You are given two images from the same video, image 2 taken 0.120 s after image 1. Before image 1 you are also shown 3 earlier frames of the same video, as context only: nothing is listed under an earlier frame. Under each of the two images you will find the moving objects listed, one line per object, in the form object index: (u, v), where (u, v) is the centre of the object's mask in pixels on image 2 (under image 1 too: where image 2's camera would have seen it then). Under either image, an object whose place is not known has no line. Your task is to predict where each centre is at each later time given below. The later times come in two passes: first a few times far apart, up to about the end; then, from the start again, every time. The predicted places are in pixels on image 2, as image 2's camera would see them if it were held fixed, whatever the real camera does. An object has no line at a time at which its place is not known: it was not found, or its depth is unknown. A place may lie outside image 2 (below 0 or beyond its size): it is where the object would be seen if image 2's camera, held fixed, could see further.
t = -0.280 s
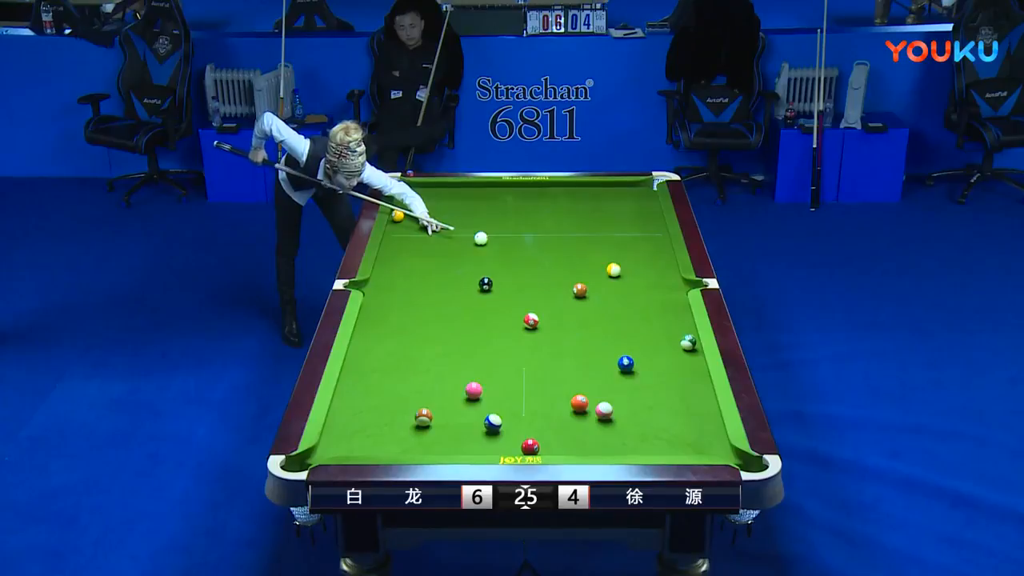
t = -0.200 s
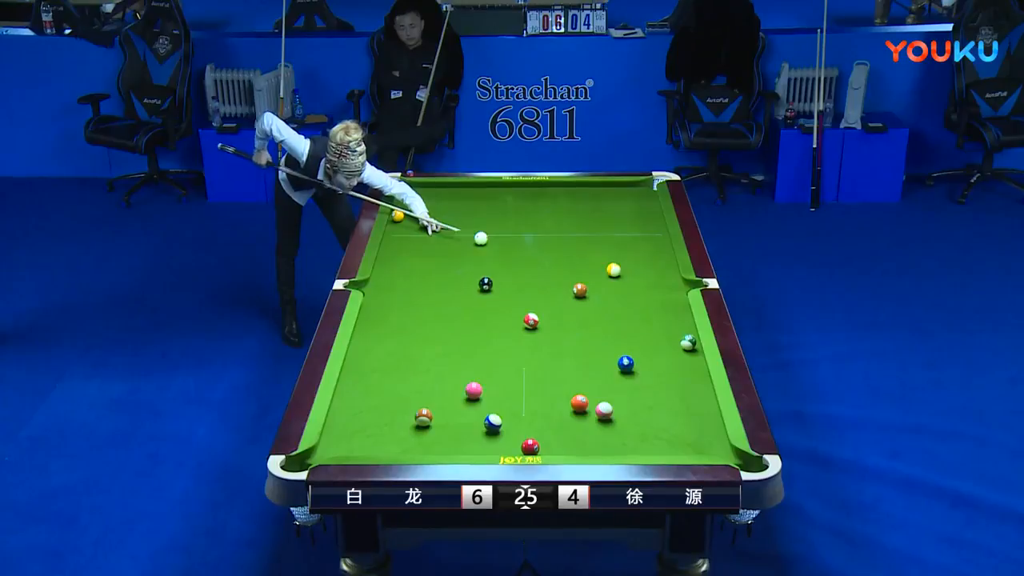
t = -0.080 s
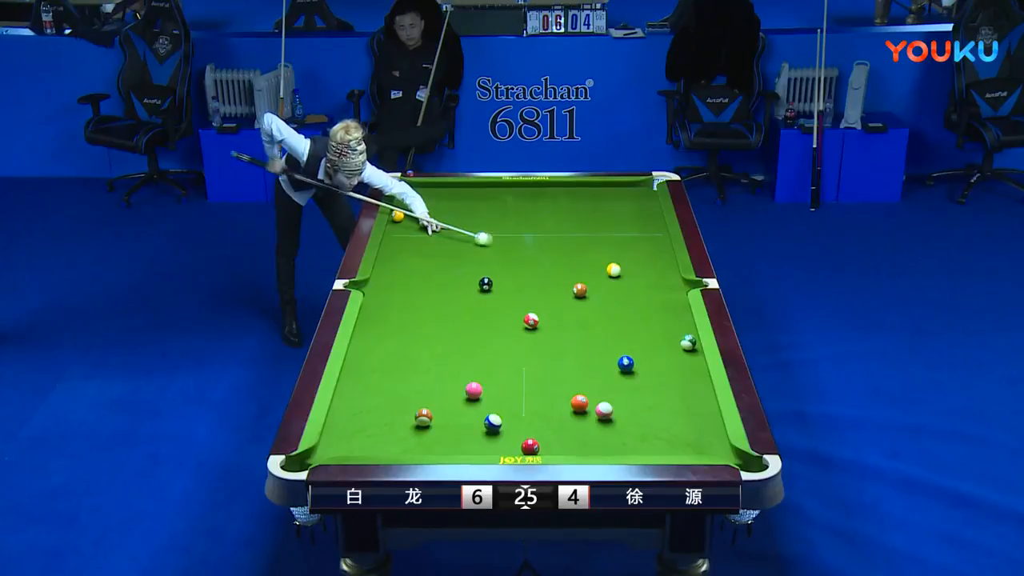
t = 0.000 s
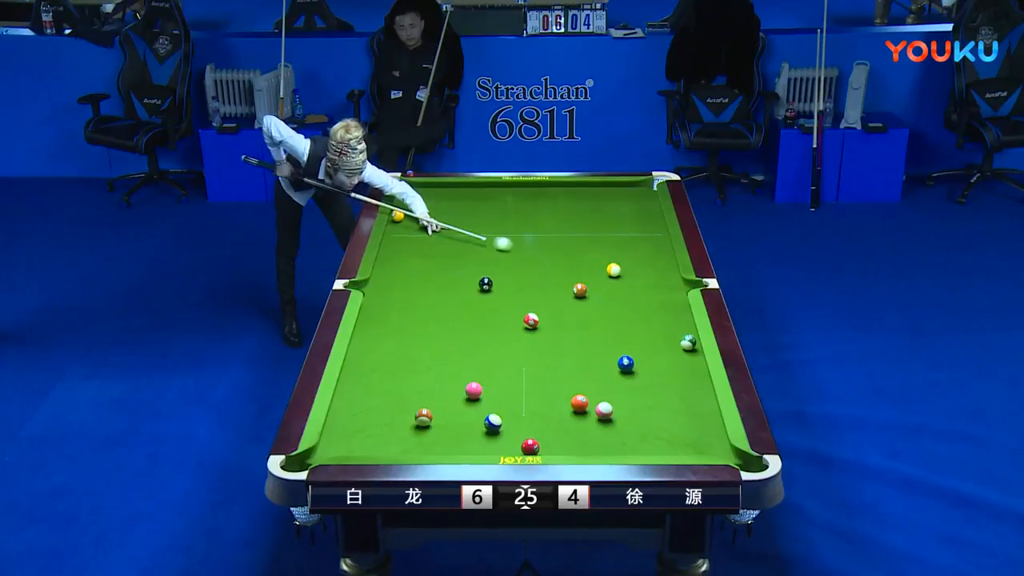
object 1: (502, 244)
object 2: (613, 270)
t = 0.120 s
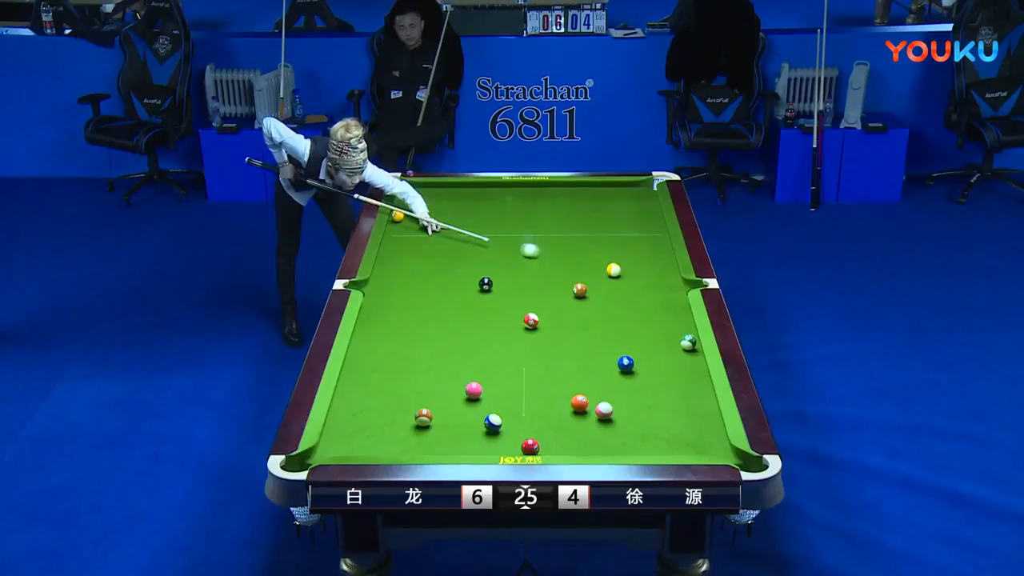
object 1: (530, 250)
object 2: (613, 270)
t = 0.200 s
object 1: (547, 254)
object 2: (613, 270)
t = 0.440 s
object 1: (600, 267)
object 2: (614, 270)
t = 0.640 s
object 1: (606, 271)
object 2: (651, 277)
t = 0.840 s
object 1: (614, 274)
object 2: (682, 283)
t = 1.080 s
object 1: (624, 278)
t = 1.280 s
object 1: (631, 282)
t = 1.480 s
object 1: (638, 285)
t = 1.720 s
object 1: (646, 288)
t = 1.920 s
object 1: (652, 291)
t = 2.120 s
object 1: (658, 293)
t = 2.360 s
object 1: (664, 296)
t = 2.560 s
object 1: (668, 297)
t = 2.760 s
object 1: (672, 299)
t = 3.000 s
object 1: (676, 300)
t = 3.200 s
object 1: (678, 301)
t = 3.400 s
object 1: (680, 302)
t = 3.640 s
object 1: (681, 302)
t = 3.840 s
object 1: (681, 302)
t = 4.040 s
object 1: (681, 302)
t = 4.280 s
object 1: (681, 302)
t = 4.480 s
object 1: (681, 302)
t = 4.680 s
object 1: (681, 302)
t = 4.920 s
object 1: (681, 302)
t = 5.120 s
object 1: (681, 302)
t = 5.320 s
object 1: (681, 302)
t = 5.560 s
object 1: (681, 302)
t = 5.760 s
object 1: (681, 302)
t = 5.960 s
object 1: (681, 302)
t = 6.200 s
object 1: (681, 302)
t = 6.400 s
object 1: (681, 302)
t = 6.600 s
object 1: (681, 302)
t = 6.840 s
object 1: (681, 302)
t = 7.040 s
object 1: (681, 302)
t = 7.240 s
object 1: (681, 302)
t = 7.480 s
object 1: (681, 302)
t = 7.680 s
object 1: (681, 302)
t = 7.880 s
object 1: (681, 302)
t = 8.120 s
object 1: (681, 302)
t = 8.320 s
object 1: (681, 302)
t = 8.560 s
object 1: (681, 302)
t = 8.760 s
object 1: (681, 302)
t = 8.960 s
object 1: (681, 302)
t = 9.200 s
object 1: (681, 302)
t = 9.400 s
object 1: (681, 302)
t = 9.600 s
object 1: (681, 303)
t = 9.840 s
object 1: (681, 303)
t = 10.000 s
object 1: (681, 303)
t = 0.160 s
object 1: (538, 252)
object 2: (613, 269)
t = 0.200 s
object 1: (547, 254)
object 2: (613, 270)
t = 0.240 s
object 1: (556, 257)
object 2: (613, 270)
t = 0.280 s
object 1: (565, 259)
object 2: (613, 269)
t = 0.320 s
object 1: (574, 261)
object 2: (613, 270)
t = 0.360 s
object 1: (583, 263)
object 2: (613, 269)
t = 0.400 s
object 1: (592, 265)
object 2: (613, 269)
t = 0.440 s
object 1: (600, 267)
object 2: (614, 270)
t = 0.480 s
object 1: (601, 268)
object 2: (624, 272)
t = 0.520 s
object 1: (601, 268)
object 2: (631, 273)
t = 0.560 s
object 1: (603, 269)
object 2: (639, 275)
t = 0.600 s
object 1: (604, 270)
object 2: (645, 276)
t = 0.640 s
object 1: (606, 271)
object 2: (651, 277)
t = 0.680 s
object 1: (608, 271)
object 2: (657, 278)
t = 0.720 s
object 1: (610, 272)
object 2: (663, 279)
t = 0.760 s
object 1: (611, 273)
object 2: (670, 280)
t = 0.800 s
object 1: (613, 274)
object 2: (676, 282)
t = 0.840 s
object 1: (614, 274)
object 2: (682, 283)
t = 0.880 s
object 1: (616, 275)
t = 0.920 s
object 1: (617, 276)
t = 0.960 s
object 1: (619, 277)
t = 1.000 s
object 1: (621, 277)
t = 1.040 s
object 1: (622, 278)
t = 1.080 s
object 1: (624, 278)
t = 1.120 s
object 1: (625, 279)
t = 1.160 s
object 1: (627, 280)
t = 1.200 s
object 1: (628, 281)
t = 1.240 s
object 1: (630, 281)
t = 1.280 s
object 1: (631, 282)
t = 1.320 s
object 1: (633, 283)
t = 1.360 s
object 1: (634, 283)
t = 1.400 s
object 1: (635, 284)
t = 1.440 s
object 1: (637, 284)
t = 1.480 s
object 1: (638, 285)
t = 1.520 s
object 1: (640, 285)
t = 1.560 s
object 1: (641, 286)
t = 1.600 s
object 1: (642, 287)
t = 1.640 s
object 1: (643, 288)
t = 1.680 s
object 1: (645, 288)
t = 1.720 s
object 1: (646, 288)
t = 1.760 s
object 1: (647, 289)
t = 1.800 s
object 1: (649, 289)
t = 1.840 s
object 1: (650, 290)
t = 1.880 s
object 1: (651, 290)
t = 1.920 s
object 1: (652, 291)
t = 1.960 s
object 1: (653, 292)
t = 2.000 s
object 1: (655, 292)
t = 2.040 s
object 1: (656, 292)
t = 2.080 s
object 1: (657, 293)
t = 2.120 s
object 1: (658, 293)
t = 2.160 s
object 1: (659, 294)
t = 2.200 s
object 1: (660, 294)
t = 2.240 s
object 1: (661, 295)
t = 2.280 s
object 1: (662, 295)
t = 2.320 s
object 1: (663, 295)
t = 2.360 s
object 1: (664, 296)
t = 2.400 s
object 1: (665, 296)
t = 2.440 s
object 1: (666, 296)
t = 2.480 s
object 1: (667, 297)
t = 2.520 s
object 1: (668, 297)
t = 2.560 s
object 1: (668, 297)
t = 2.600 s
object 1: (669, 298)
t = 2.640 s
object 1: (670, 298)
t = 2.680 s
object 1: (671, 298)
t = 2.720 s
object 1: (672, 298)
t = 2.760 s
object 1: (672, 299)
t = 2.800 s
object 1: (673, 299)
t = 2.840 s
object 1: (674, 299)
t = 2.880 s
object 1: (674, 300)
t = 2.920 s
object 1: (675, 300)
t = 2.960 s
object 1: (676, 300)
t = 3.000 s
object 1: (676, 300)
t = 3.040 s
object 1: (676, 301)
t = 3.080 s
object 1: (677, 301)
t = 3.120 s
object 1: (677, 301)
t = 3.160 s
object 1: (678, 301)
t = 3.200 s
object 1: (678, 301)
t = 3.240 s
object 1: (678, 301)
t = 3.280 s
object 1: (679, 302)
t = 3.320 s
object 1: (679, 302)
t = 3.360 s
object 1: (680, 302)
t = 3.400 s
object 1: (680, 302)
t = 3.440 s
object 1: (680, 302)
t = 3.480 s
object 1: (680, 302)
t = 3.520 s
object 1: (681, 302)
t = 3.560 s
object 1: (681, 302)
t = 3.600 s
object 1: (681, 302)
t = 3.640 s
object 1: (681, 302)
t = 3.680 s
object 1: (681, 302)
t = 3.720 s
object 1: (681, 302)
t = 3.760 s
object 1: (681, 302)
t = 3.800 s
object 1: (681, 302)
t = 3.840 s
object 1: (681, 302)
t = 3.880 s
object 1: (681, 302)
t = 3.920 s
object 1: (681, 302)
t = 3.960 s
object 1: (681, 302)
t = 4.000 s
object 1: (681, 302)
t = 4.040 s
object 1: (681, 302)
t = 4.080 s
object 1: (681, 302)
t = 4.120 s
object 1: (681, 302)
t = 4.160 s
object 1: (681, 302)
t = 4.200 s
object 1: (681, 302)
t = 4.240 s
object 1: (681, 302)
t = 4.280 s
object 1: (681, 302)
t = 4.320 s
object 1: (681, 302)
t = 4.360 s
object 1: (681, 302)
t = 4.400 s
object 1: (681, 302)
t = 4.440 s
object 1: (681, 302)
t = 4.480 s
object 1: (681, 302)
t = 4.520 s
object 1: (681, 302)
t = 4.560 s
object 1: (681, 302)
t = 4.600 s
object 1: (681, 302)
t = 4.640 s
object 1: (681, 302)
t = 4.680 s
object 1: (681, 302)
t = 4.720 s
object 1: (681, 302)
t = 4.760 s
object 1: (681, 302)
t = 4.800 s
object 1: (681, 302)
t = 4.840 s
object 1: (681, 302)
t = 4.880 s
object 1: (681, 302)
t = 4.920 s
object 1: (681, 302)
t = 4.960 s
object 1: (681, 302)
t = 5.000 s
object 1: (681, 302)
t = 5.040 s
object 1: (681, 302)
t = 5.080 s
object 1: (681, 302)
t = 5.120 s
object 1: (681, 302)
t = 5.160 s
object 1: (681, 302)
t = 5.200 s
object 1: (681, 302)
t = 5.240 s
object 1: (681, 302)
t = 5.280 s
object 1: (681, 302)
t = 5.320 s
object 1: (681, 302)
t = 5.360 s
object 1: (681, 302)
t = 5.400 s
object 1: (681, 302)
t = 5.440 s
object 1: (681, 302)
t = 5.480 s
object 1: (681, 302)
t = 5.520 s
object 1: (681, 302)
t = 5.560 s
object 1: (681, 302)
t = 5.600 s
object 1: (681, 302)
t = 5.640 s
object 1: (681, 302)
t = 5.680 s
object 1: (681, 302)
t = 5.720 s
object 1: (681, 302)
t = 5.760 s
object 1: (681, 302)
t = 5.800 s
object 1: (681, 302)
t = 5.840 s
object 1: (681, 302)
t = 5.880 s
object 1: (681, 302)
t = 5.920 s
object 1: (681, 302)
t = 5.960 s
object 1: (681, 302)
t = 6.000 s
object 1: (681, 302)
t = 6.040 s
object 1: (681, 302)
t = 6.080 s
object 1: (681, 302)
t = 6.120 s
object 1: (681, 302)
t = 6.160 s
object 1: (681, 302)
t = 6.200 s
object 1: (681, 302)
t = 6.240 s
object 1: (681, 302)
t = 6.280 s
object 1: (681, 302)
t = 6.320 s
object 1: (681, 302)
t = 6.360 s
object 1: (681, 302)
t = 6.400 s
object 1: (681, 302)
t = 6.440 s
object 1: (681, 302)
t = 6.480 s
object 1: (681, 302)
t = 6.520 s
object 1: (681, 302)
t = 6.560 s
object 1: (681, 302)
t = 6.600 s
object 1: (681, 302)
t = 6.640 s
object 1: (681, 302)
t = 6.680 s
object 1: (681, 302)
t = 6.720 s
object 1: (681, 302)
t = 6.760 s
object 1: (681, 302)
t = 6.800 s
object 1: (681, 302)
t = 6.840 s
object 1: (681, 302)
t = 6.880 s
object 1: (681, 302)
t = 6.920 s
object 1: (681, 302)
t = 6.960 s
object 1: (681, 302)
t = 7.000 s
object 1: (681, 302)
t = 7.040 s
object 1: (681, 302)
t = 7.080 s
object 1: (681, 302)
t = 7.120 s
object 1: (681, 302)
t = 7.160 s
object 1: (681, 302)
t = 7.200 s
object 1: (681, 302)
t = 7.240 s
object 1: (681, 302)
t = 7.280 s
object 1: (681, 303)
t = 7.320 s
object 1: (681, 302)
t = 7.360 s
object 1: (681, 302)
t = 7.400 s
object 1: (681, 302)
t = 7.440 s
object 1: (681, 302)
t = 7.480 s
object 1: (681, 302)
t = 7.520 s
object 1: (681, 302)
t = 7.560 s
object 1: (681, 302)
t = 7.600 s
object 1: (681, 302)
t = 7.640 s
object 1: (681, 302)
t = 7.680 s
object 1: (681, 302)
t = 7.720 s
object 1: (681, 302)
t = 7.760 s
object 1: (681, 302)
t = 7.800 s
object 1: (681, 302)
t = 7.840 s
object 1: (681, 302)
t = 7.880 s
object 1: (681, 302)
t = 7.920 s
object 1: (681, 302)
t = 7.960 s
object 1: (681, 302)
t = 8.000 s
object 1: (681, 302)
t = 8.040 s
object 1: (681, 302)
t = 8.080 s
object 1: (681, 302)
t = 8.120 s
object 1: (681, 302)
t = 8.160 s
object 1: (681, 302)
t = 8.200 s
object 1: (681, 302)
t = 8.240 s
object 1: (681, 302)
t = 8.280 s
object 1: (681, 302)
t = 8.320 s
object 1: (681, 302)
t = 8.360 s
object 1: (681, 302)
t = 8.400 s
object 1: (681, 302)
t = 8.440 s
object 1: (681, 302)
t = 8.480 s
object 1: (681, 302)
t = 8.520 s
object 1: (681, 302)
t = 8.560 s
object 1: (681, 302)
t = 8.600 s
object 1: (681, 302)
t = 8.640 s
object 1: (681, 302)
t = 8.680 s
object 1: (681, 302)
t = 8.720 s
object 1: (681, 302)
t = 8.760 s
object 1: (681, 302)
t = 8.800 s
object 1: (681, 302)
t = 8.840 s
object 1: (681, 302)
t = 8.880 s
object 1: (681, 302)
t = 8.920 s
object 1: (681, 302)
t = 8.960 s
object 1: (681, 302)
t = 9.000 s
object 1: (681, 302)
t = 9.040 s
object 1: (681, 302)
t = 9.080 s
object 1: (681, 302)
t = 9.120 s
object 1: (681, 302)
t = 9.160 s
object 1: (681, 302)
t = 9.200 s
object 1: (681, 302)
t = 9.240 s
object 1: (681, 302)
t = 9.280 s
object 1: (681, 302)
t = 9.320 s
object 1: (681, 302)
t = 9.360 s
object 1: (681, 302)
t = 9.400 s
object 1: (681, 302)
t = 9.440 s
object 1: (681, 302)
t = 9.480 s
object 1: (681, 303)
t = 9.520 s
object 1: (681, 302)
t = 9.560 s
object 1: (681, 302)
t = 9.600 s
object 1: (681, 303)
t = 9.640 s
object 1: (681, 303)
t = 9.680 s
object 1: (681, 302)
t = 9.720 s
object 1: (681, 303)
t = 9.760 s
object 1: (681, 302)
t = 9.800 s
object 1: (681, 303)
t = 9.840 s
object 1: (681, 303)
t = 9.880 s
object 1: (681, 303)
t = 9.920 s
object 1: (681, 302)
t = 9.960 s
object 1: (681, 302)
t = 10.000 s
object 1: (681, 303)
